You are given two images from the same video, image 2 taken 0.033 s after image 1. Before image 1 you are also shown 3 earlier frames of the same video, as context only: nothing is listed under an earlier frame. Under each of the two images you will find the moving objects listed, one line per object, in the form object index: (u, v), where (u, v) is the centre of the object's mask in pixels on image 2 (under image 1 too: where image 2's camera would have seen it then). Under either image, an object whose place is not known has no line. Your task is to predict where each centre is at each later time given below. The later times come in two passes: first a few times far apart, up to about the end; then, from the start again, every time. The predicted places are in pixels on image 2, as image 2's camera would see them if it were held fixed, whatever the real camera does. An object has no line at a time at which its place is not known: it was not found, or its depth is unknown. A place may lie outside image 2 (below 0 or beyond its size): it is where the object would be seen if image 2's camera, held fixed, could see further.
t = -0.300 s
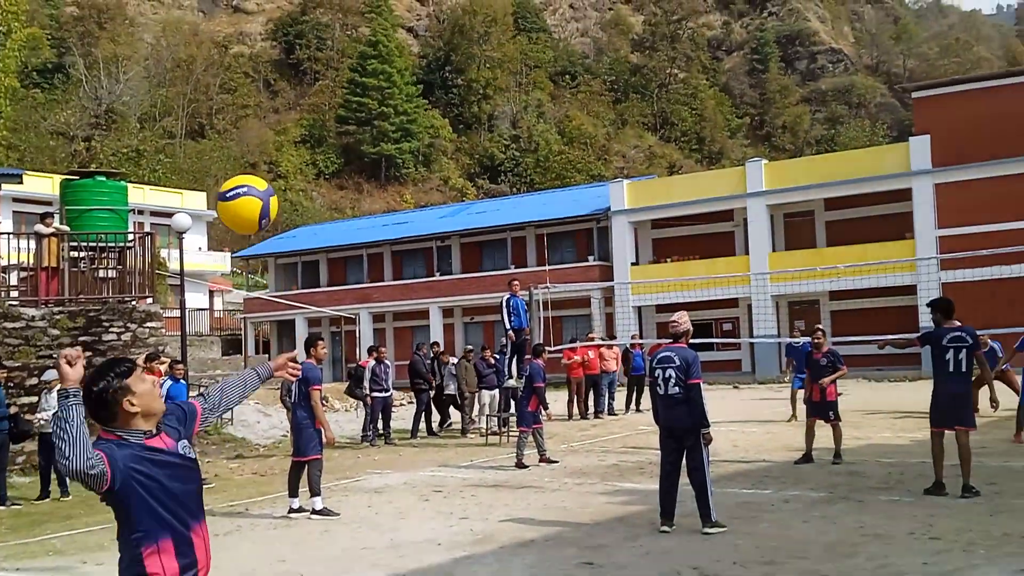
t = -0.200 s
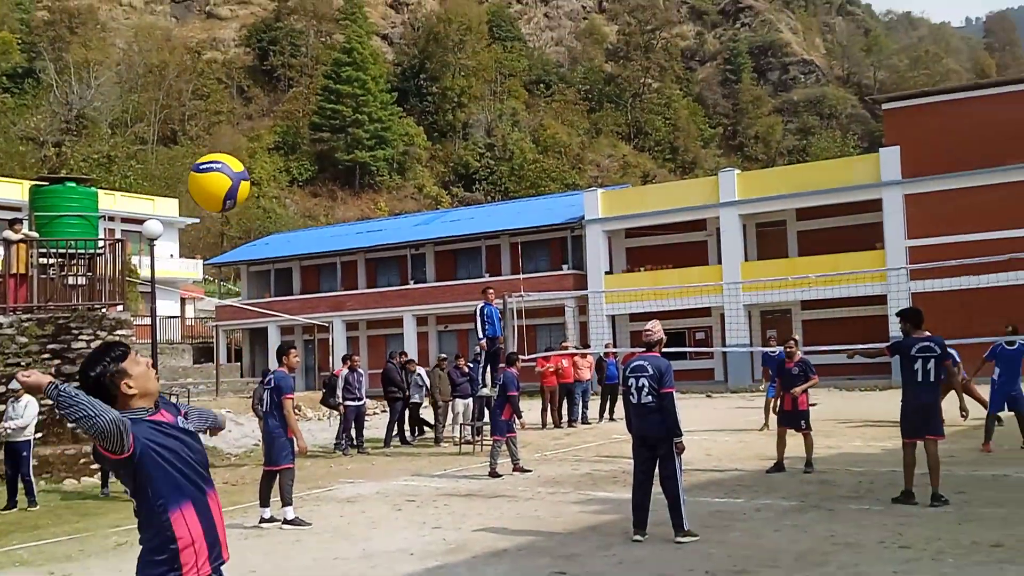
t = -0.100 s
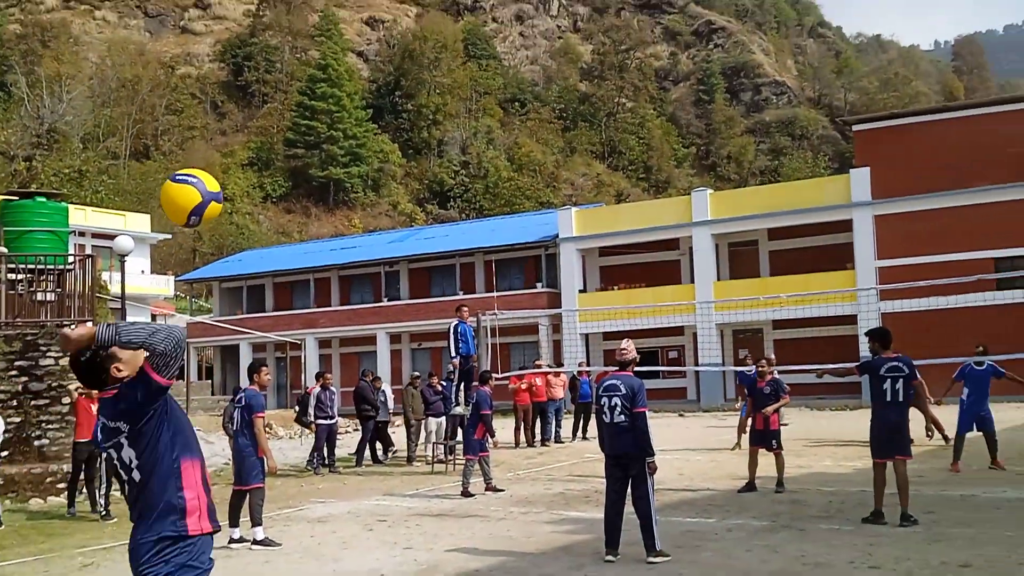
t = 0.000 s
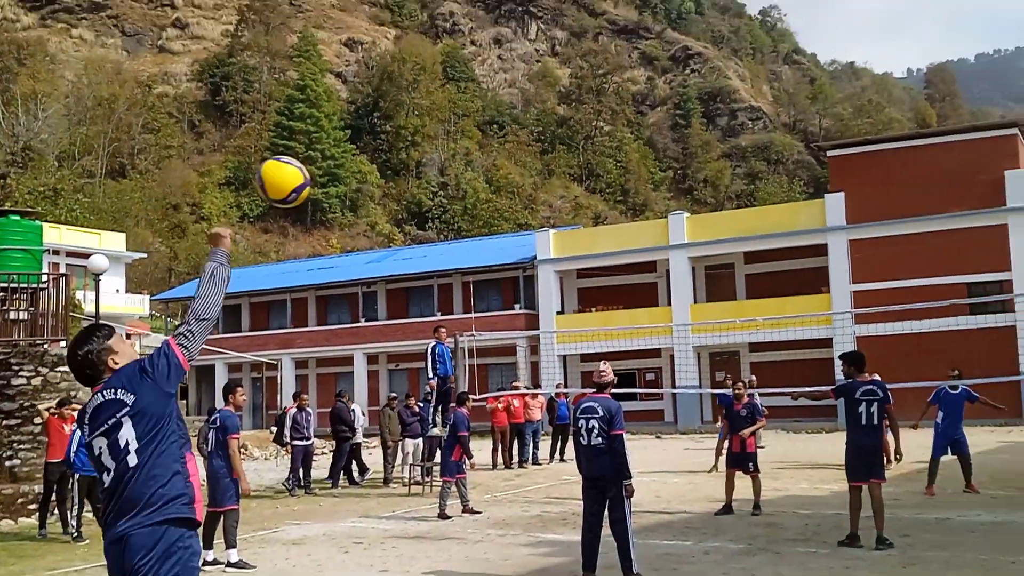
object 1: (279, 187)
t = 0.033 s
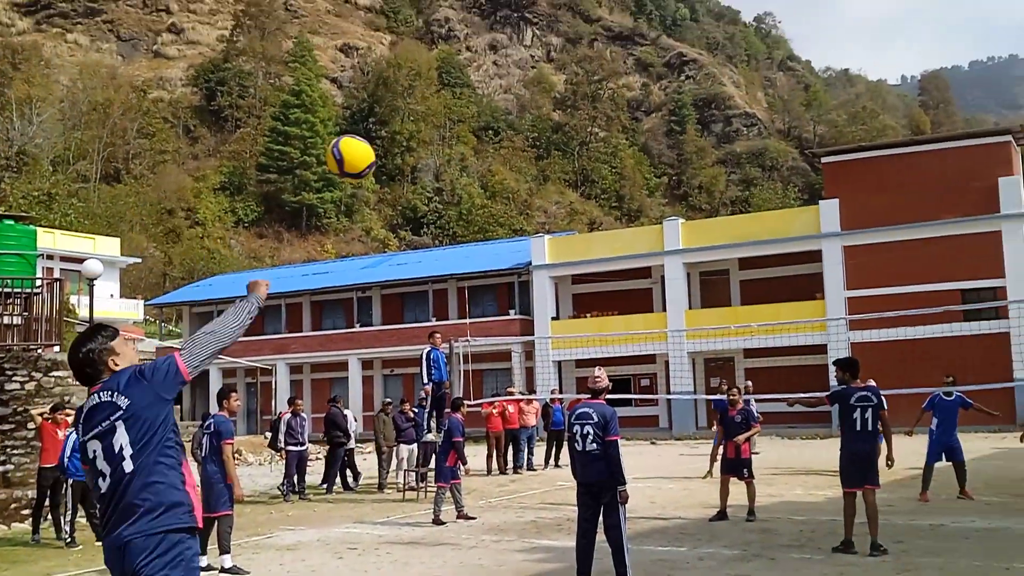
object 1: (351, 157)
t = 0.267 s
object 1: (637, 80)
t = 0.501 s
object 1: (768, 87)
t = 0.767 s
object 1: (856, 148)
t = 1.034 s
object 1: (911, 241)
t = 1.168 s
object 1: (933, 293)
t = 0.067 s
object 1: (412, 136)
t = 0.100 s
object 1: (464, 120)
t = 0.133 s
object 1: (509, 106)
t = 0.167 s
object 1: (546, 97)
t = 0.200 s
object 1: (581, 89)
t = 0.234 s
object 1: (610, 83)
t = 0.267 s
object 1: (637, 80)
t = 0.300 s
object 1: (660, 76)
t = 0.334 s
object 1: (683, 76)
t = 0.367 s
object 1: (702, 77)
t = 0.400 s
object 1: (721, 78)
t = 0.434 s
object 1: (737, 80)
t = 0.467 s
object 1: (753, 83)
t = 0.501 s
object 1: (768, 87)
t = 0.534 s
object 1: (781, 92)
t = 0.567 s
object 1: (792, 96)
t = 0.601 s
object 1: (804, 102)
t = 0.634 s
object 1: (815, 110)
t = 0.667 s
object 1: (827, 118)
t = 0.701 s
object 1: (837, 127)
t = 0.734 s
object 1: (846, 137)
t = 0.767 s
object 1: (856, 148)
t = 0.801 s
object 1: (864, 159)
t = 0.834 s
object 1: (872, 170)
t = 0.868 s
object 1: (880, 181)
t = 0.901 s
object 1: (886, 193)
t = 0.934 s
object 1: (893, 204)
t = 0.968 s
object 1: (900, 216)
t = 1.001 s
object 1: (906, 228)
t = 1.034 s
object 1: (911, 241)
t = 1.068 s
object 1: (917, 253)
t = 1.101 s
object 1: (922, 266)
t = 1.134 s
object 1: (928, 279)
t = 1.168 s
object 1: (933, 293)
